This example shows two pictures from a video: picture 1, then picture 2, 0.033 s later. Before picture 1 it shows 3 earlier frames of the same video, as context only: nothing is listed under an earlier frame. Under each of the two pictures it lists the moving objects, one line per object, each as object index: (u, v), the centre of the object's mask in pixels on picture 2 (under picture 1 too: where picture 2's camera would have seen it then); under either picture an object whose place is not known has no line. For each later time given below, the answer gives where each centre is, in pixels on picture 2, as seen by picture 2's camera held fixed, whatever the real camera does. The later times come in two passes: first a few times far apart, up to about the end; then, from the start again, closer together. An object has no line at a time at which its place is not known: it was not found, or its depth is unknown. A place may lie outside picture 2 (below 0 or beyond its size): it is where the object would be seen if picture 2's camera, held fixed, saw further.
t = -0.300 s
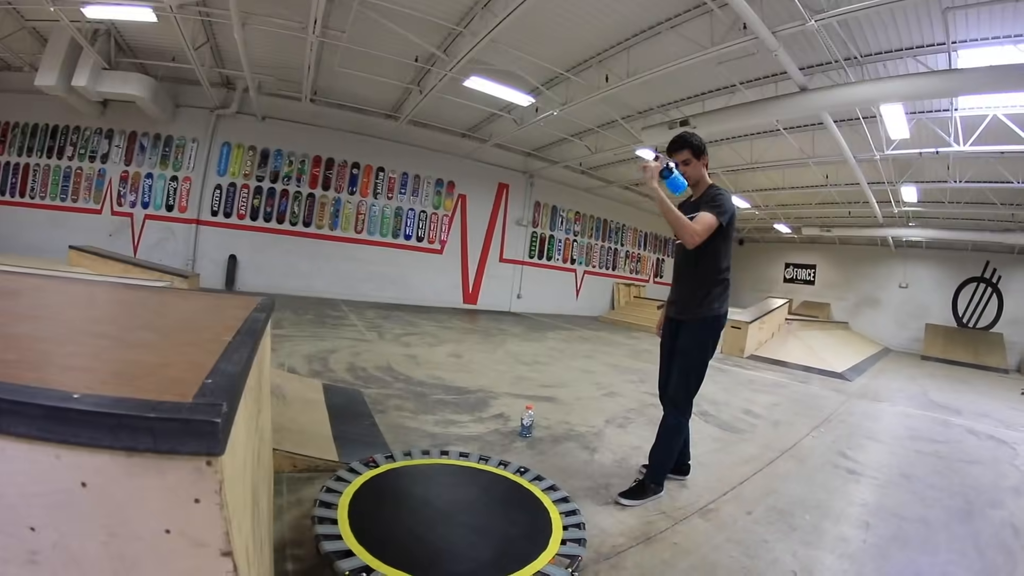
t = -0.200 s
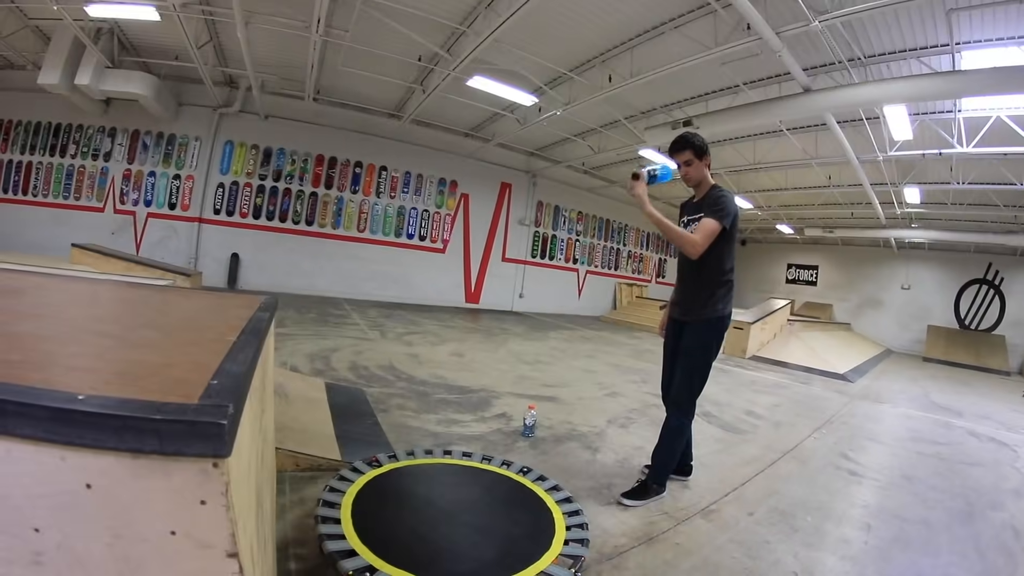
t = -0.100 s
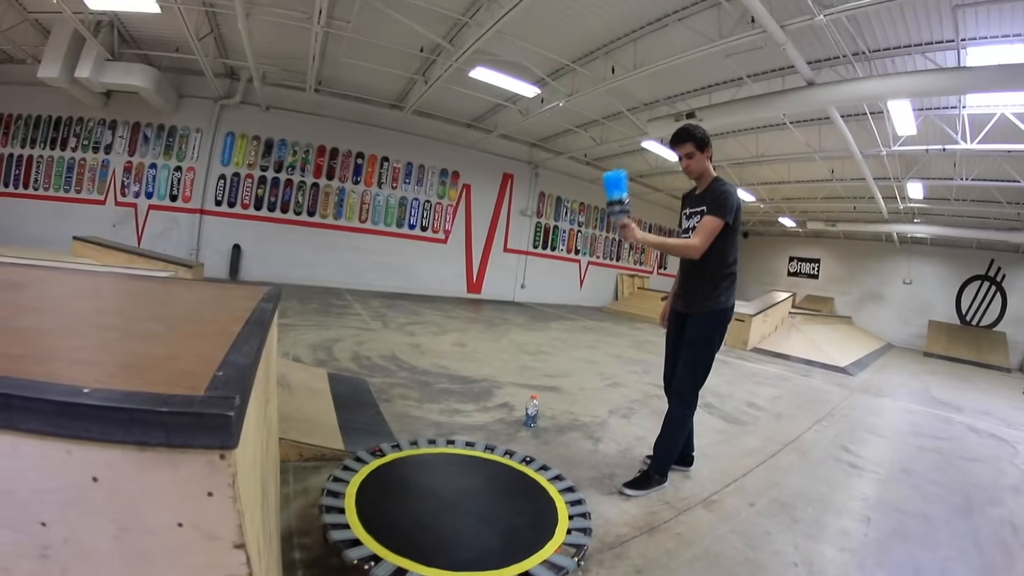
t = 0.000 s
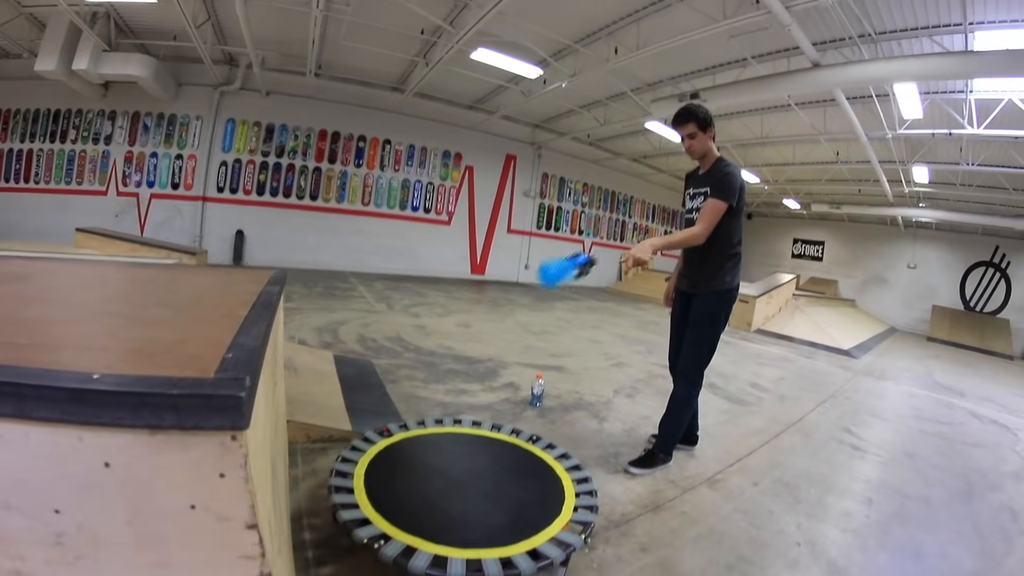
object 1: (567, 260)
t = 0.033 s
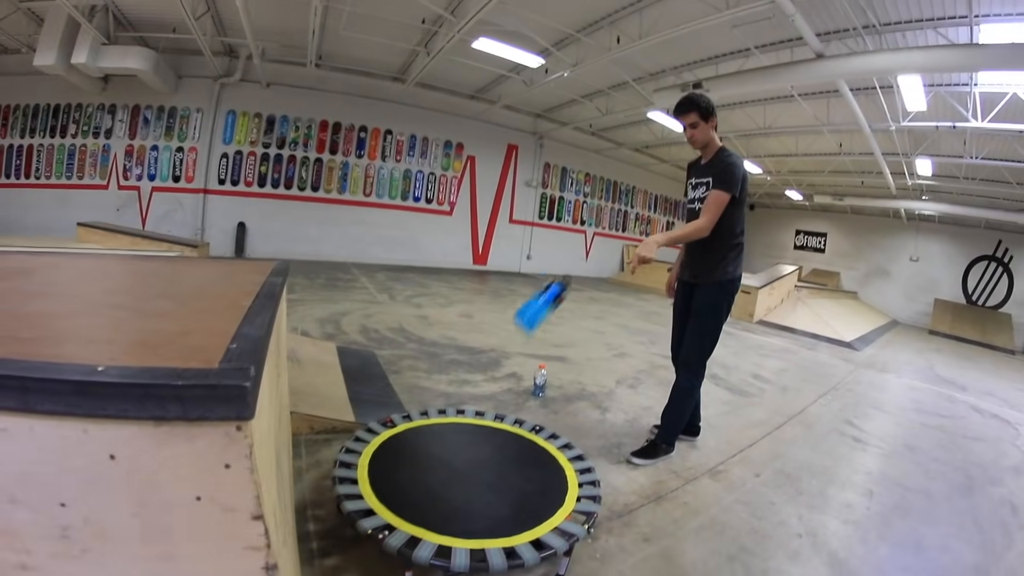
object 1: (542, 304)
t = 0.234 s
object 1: (446, 386)
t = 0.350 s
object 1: (445, 312)
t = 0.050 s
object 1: (528, 329)
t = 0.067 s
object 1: (513, 356)
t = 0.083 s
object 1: (498, 385)
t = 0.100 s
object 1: (484, 414)
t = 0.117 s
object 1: (468, 446)
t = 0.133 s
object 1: (458, 459)
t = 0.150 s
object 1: (451, 456)
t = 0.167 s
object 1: (449, 444)
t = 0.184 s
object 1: (449, 430)
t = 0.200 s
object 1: (447, 416)
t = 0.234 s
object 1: (446, 386)
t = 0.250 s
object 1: (444, 374)
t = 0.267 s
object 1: (444, 361)
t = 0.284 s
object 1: (442, 350)
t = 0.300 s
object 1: (442, 339)
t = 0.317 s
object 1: (443, 329)
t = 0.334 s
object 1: (444, 320)
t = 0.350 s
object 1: (445, 312)
